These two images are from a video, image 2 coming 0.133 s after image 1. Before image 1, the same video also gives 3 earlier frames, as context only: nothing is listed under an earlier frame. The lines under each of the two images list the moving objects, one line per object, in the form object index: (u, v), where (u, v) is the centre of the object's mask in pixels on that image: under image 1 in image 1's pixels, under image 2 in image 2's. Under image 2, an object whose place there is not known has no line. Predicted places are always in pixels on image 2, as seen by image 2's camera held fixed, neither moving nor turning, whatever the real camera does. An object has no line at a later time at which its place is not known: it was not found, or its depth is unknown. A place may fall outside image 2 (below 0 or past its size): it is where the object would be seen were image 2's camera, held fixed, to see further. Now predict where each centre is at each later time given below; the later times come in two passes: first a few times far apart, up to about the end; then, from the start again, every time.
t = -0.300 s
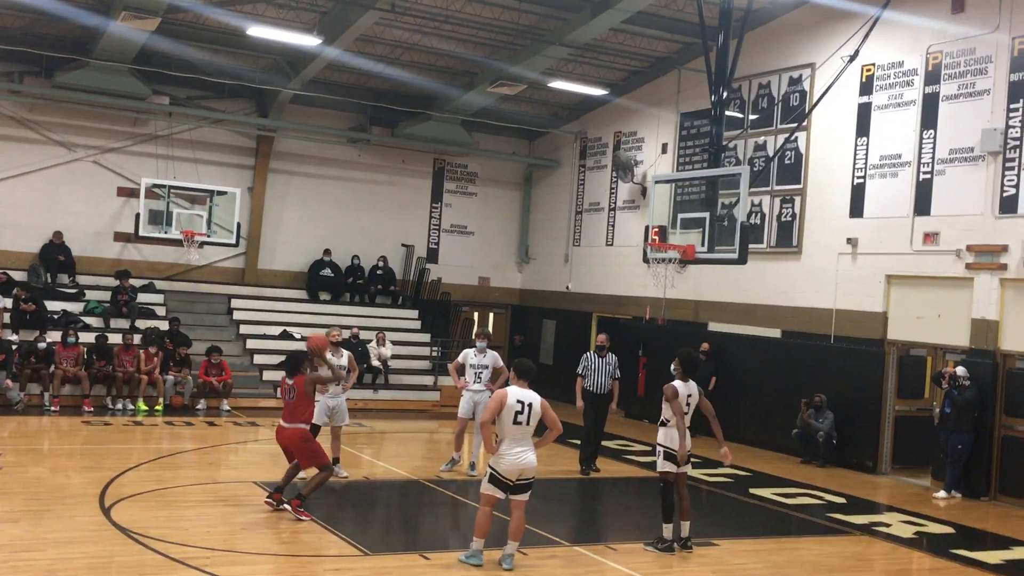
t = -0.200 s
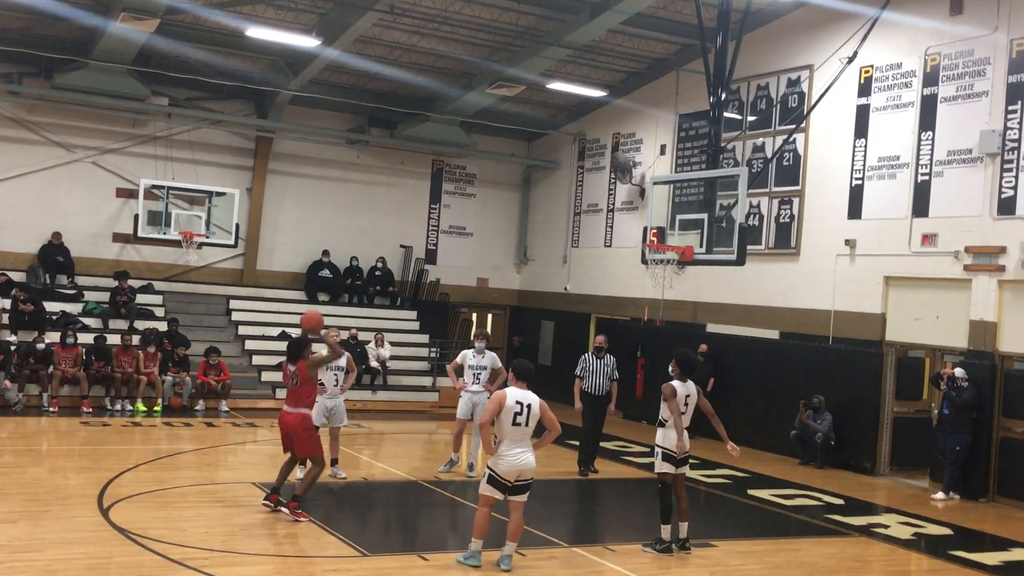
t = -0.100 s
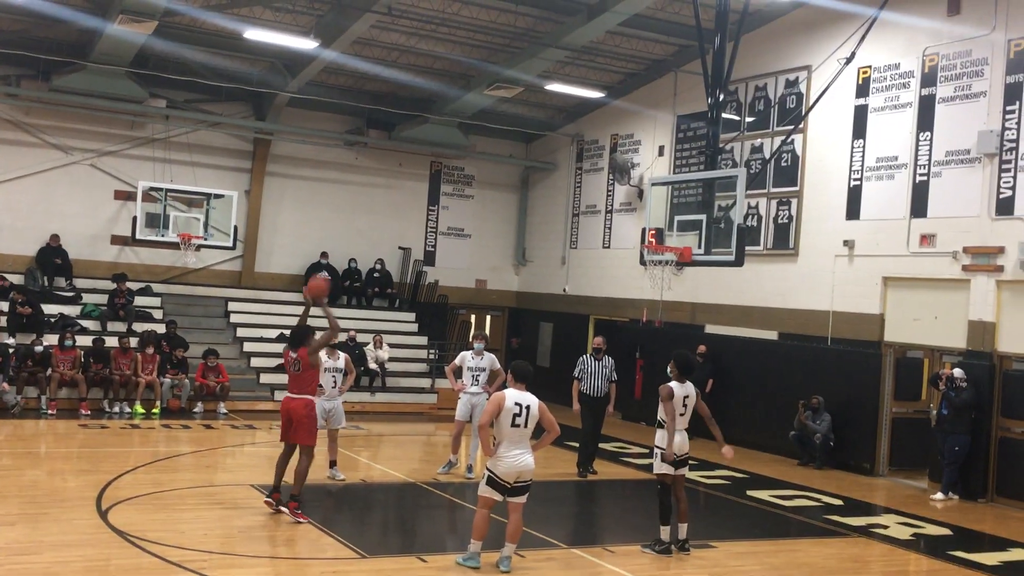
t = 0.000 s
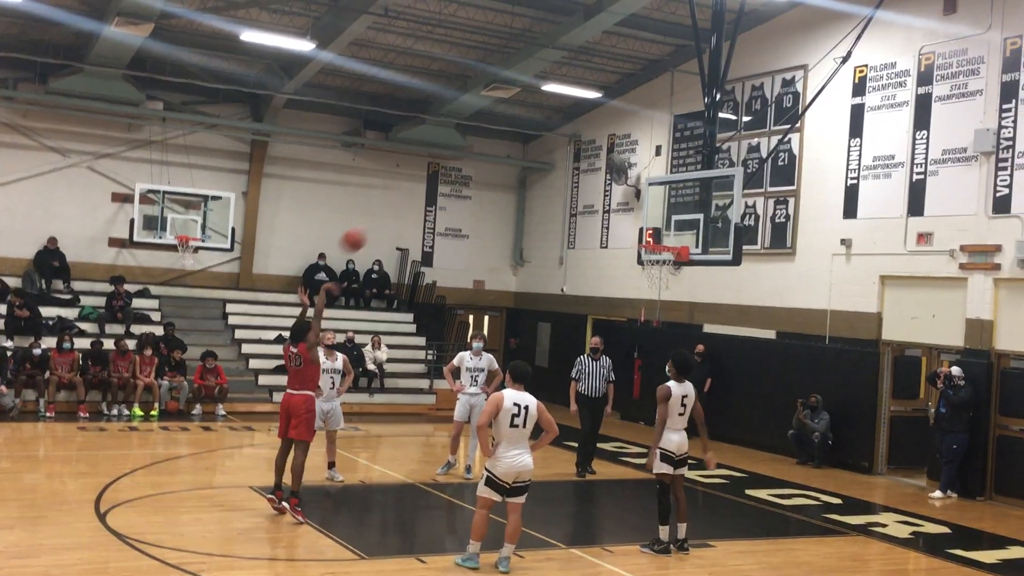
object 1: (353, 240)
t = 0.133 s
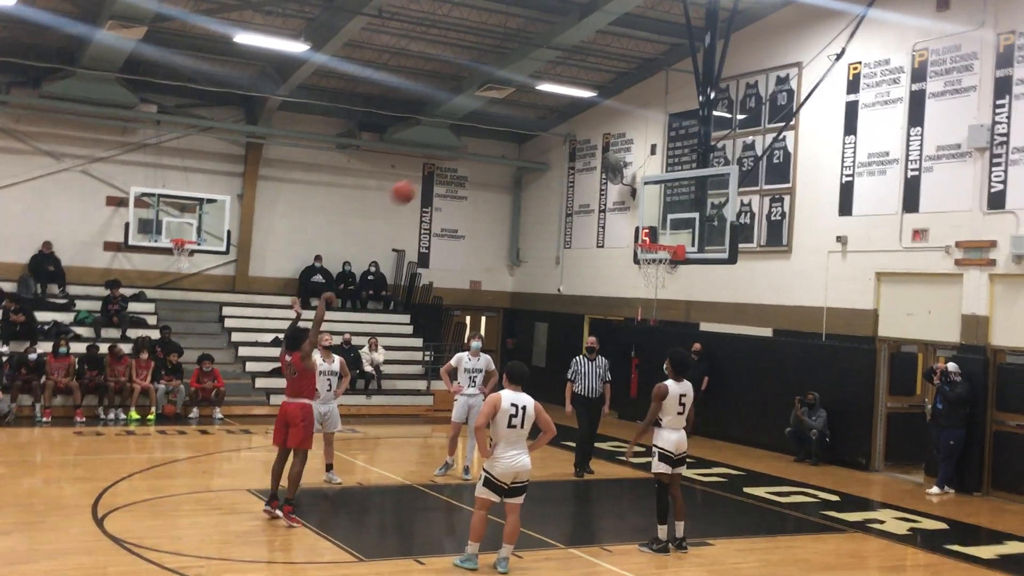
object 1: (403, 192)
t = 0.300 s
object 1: (466, 156)
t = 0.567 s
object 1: (553, 150)
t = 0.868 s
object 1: (642, 213)
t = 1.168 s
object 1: (673, 218)
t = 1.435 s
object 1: (651, 234)
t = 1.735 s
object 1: (630, 233)
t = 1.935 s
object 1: (613, 247)
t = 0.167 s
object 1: (416, 182)
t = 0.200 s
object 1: (429, 174)
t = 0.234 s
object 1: (441, 167)
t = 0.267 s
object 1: (454, 161)
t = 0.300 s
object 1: (466, 156)
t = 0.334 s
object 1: (477, 151)
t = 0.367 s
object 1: (489, 148)
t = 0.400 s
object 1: (500, 146)
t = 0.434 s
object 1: (511, 146)
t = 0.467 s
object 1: (522, 145)
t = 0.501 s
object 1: (533, 146)
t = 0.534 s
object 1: (544, 147)
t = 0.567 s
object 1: (553, 150)
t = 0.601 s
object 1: (564, 153)
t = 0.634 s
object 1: (575, 158)
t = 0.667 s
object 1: (584, 163)
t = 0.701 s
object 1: (594, 170)
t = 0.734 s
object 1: (605, 177)
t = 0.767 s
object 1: (613, 184)
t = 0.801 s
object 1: (623, 193)
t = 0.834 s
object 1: (633, 203)
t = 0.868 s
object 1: (642, 213)
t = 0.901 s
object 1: (651, 223)
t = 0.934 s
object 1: (660, 235)
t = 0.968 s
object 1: (660, 238)
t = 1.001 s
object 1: (648, 238)
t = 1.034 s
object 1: (648, 236)
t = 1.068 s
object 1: (654, 231)
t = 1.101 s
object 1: (661, 226)
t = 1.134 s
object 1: (667, 221)
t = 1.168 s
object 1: (673, 218)
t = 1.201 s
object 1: (678, 216)
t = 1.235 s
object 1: (675, 217)
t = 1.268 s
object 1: (670, 219)
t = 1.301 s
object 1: (667, 222)
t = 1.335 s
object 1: (662, 225)
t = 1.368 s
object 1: (658, 229)
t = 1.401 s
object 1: (654, 235)
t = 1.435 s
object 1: (651, 234)
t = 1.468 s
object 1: (649, 230)
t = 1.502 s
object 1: (646, 228)
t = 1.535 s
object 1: (644, 227)
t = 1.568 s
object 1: (642, 227)
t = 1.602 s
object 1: (640, 228)
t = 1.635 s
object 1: (637, 230)
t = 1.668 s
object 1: (634, 232)
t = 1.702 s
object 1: (632, 233)
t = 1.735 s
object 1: (630, 233)
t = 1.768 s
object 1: (627, 233)
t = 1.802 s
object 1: (624, 234)
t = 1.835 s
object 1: (622, 236)
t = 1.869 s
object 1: (619, 239)
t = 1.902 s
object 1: (617, 243)
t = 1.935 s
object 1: (613, 247)
